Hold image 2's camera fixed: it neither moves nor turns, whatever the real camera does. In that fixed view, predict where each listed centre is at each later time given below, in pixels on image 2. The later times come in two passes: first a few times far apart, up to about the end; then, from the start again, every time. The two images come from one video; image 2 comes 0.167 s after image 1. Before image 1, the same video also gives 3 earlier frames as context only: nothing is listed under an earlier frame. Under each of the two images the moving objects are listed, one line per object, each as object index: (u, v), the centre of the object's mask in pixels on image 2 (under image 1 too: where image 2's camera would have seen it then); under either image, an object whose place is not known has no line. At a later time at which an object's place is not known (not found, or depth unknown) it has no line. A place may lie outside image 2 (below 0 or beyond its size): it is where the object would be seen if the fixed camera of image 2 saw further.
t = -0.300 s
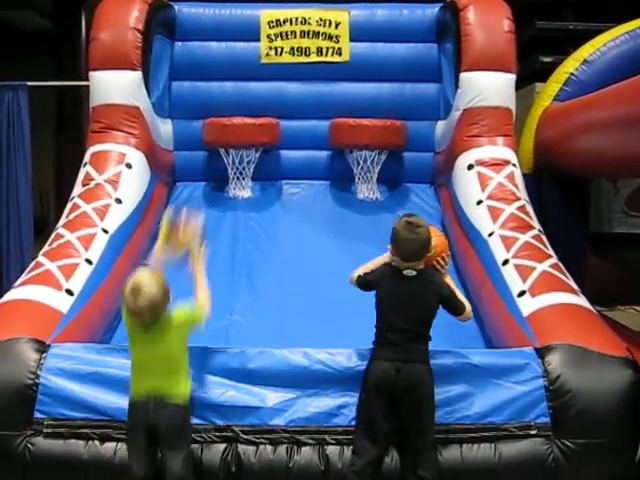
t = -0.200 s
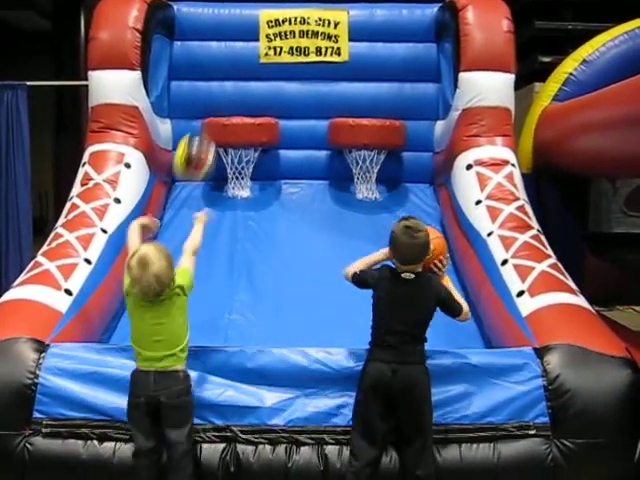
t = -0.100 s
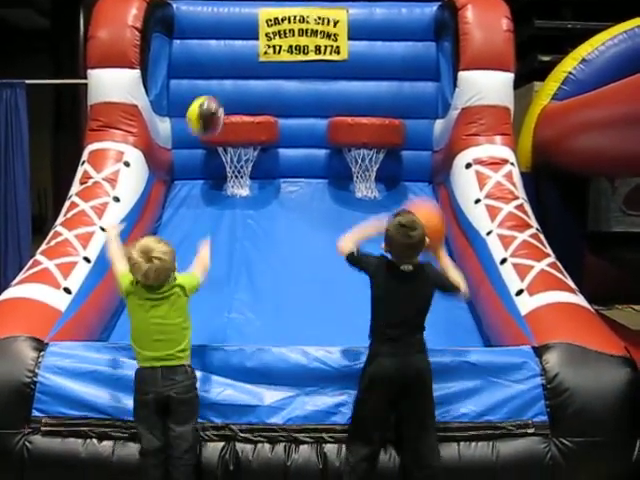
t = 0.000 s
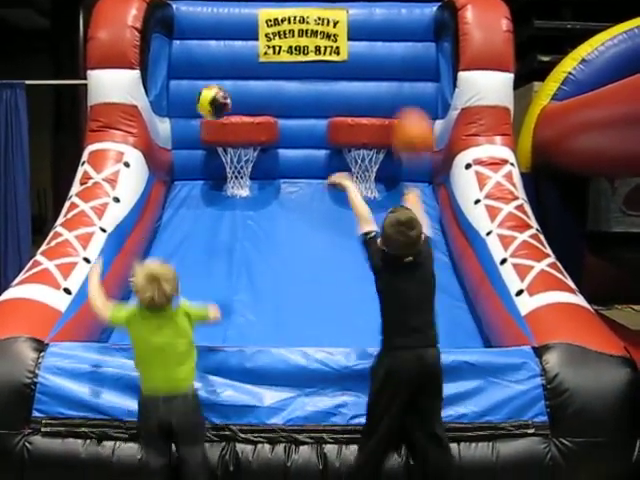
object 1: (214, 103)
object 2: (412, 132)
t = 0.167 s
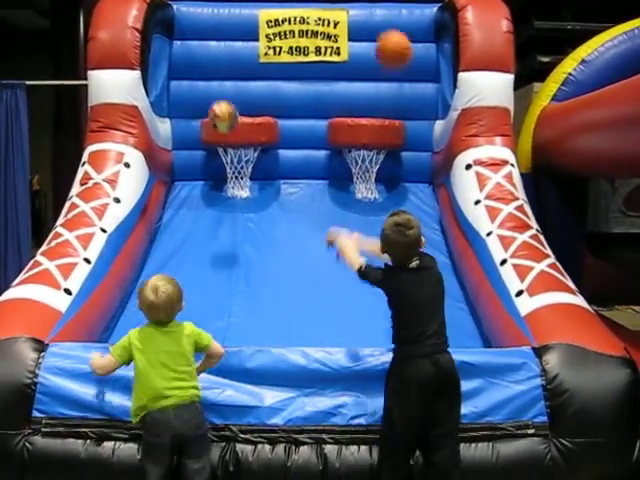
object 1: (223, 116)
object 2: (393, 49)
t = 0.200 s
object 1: (225, 122)
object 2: (389, 40)
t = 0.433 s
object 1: (234, 193)
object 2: (370, 36)
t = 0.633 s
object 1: (230, 197)
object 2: (358, 85)
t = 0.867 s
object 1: (225, 219)
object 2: (362, 117)
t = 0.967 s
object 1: (220, 233)
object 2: (365, 141)
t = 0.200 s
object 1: (225, 122)
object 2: (389, 40)
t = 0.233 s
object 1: (227, 130)
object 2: (386, 35)
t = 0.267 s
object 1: (228, 138)
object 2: (383, 31)
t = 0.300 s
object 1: (229, 147)
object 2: (380, 29)
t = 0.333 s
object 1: (230, 157)
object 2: (377, 28)
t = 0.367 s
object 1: (230, 169)
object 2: (375, 29)
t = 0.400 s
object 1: (231, 181)
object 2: (372, 32)
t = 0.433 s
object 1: (234, 193)
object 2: (370, 36)
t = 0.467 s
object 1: (234, 192)
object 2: (368, 41)
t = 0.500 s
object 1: (233, 191)
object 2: (366, 48)
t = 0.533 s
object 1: (233, 191)
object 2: (364, 57)
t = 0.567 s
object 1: (232, 192)
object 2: (362, 66)
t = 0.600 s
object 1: (232, 194)
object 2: (360, 74)
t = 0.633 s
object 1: (230, 197)
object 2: (358, 85)
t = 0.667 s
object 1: (229, 201)
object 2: (358, 93)
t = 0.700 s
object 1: (228, 204)
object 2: (358, 95)
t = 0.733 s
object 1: (228, 207)
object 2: (359, 99)
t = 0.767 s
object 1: (228, 210)
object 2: (359, 104)
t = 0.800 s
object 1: (227, 213)
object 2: (360, 109)
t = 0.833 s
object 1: (226, 216)
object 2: (361, 112)
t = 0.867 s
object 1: (225, 219)
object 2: (362, 117)
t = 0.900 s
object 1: (223, 224)
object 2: (362, 122)
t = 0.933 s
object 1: (222, 228)
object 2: (364, 128)
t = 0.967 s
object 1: (220, 233)
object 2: (365, 141)
